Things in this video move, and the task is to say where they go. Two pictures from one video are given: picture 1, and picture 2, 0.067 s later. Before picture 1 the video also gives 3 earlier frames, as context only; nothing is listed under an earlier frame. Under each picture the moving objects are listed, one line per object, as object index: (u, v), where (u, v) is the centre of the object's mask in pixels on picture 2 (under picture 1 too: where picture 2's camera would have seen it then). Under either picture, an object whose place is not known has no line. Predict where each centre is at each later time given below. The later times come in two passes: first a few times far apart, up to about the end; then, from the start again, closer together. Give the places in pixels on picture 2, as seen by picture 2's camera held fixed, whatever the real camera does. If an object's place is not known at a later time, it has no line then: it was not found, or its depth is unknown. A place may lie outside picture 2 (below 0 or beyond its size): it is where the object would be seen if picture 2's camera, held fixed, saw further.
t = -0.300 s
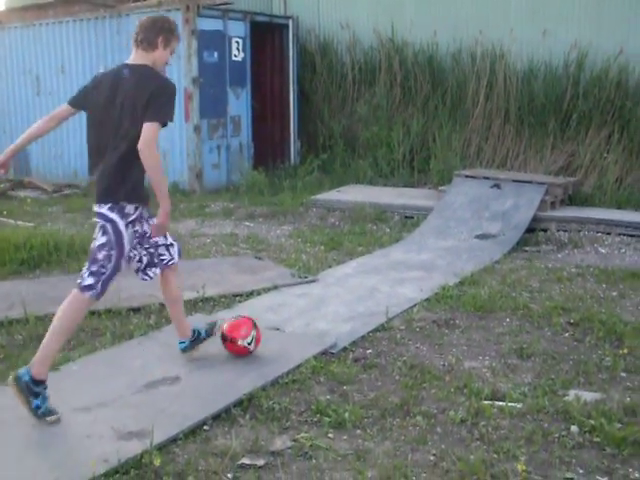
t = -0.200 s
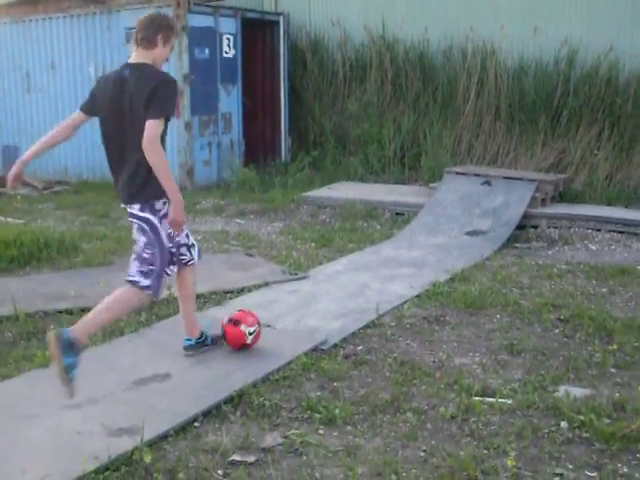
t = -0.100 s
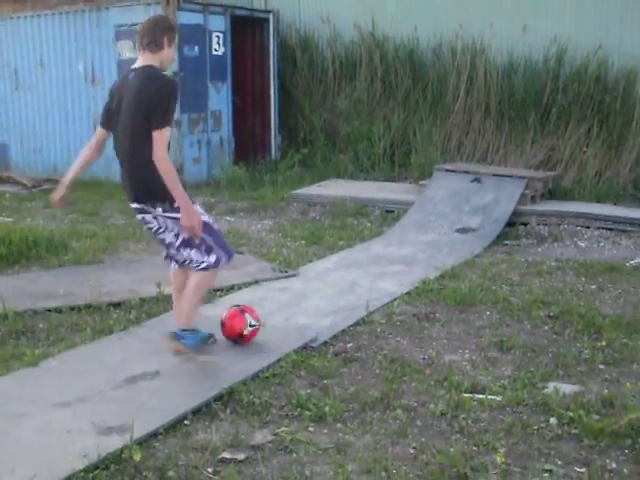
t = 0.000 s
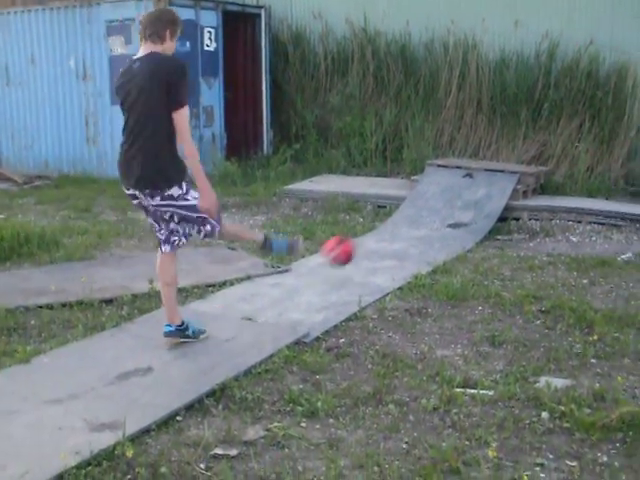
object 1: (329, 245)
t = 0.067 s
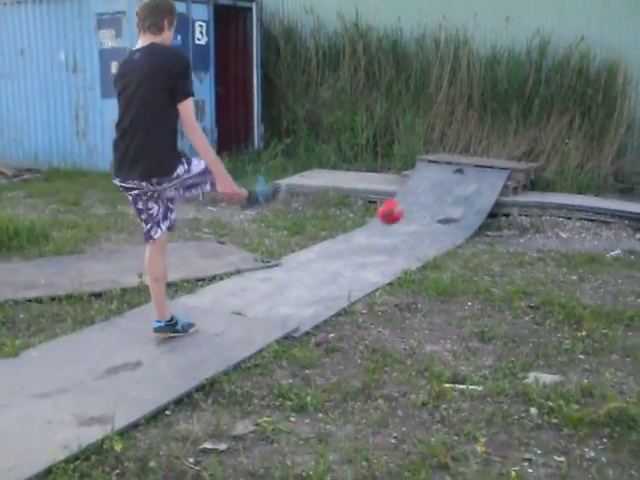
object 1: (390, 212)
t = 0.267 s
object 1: (464, 77)
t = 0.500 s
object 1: (501, -34)
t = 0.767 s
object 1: (476, -131)
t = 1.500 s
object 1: (350, -114)
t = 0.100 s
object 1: (412, 200)
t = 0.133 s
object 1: (430, 193)
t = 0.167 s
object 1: (440, 160)
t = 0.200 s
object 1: (449, 129)
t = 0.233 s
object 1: (457, 102)
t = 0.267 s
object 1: (464, 77)
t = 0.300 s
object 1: (471, 54)
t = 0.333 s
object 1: (477, 36)
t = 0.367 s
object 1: (483, 18)
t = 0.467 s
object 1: (498, -22)
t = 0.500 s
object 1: (501, -34)
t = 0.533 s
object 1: (498, -48)
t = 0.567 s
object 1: (495, -61)
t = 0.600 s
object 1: (492, -75)
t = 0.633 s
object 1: (489, -87)
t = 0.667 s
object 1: (486, -100)
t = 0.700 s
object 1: (482, -111)
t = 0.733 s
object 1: (479, -122)
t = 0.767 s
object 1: (476, -131)
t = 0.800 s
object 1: (471, -141)
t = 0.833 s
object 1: (468, -149)
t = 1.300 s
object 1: (395, -180)
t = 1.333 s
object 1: (389, -172)
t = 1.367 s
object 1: (381, -164)
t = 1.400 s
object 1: (374, -154)
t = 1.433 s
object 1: (366, -143)
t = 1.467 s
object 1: (359, -129)
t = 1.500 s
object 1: (350, -114)
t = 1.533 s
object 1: (341, -97)
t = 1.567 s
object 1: (333, -78)
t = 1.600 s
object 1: (324, -56)
